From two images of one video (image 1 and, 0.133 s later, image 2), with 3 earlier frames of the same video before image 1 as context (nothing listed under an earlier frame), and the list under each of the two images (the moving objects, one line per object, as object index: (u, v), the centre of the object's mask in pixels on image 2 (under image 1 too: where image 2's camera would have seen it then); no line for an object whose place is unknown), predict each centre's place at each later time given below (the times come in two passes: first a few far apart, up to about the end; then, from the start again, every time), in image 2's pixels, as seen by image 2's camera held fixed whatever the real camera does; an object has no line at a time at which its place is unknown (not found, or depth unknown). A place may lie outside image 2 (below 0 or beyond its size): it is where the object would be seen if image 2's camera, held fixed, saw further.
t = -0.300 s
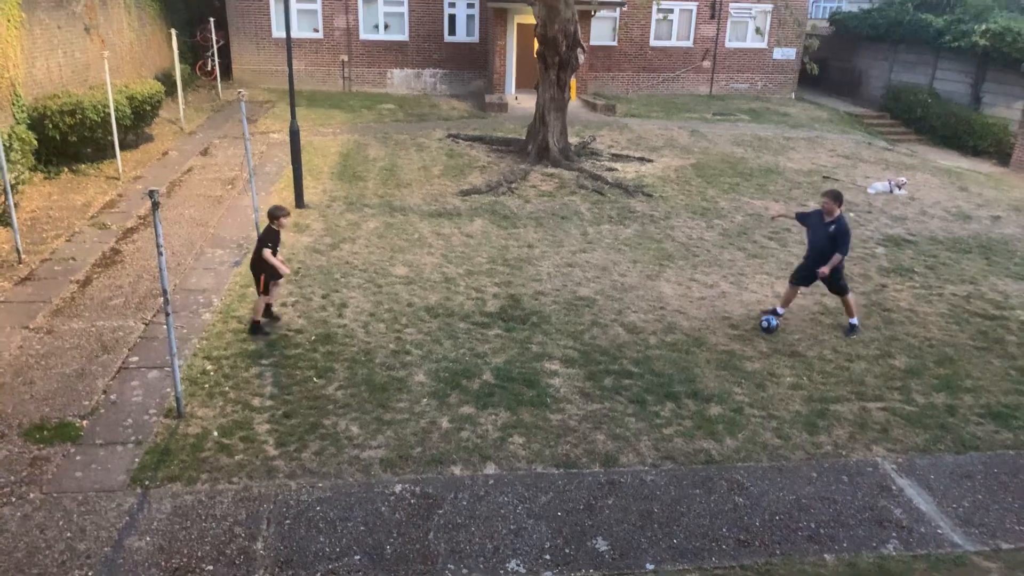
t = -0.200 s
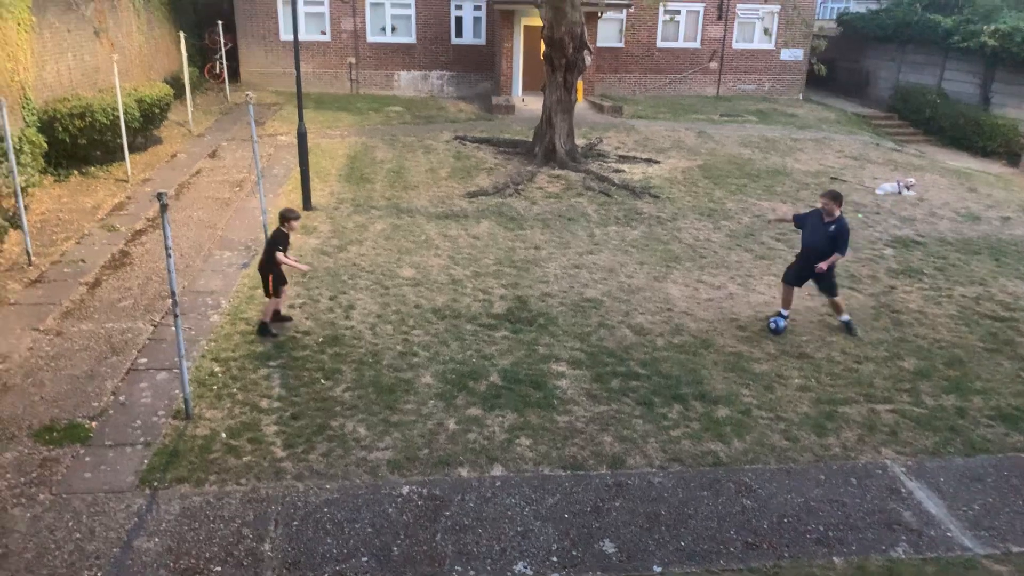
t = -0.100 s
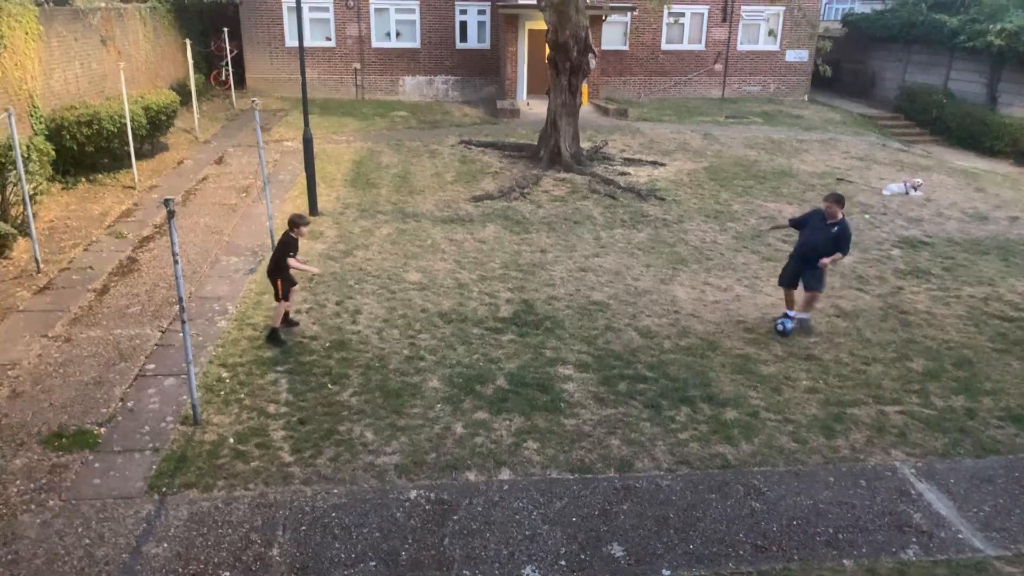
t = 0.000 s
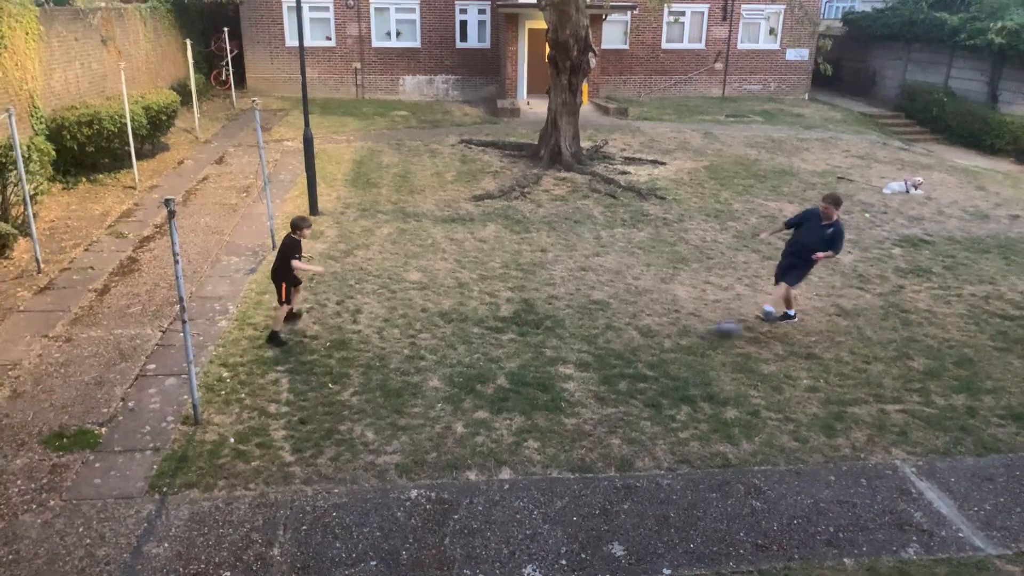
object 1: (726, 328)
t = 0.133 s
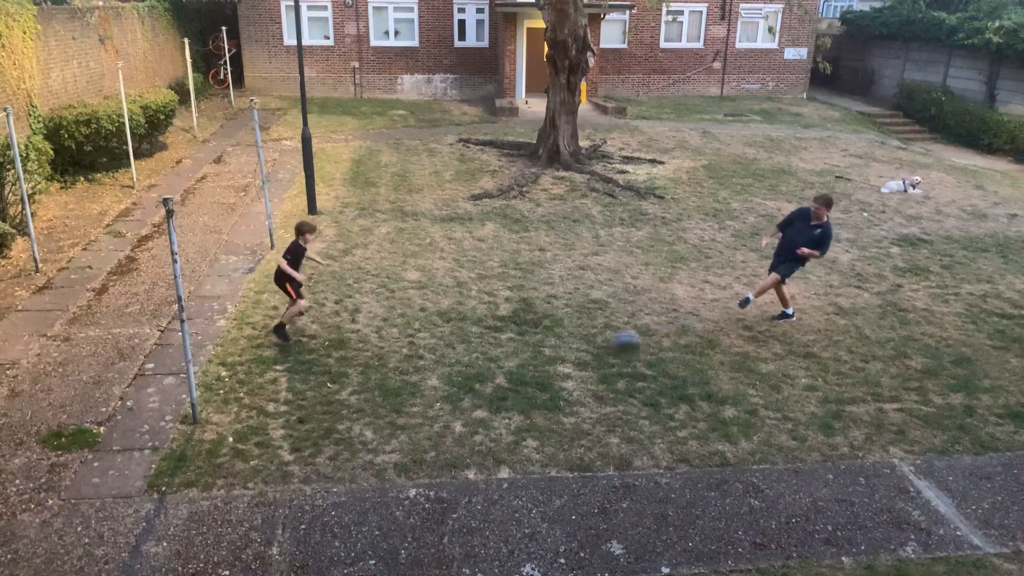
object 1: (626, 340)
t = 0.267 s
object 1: (534, 349)
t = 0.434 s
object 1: (423, 358)
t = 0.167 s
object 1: (601, 345)
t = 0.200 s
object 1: (574, 349)
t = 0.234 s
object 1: (555, 351)
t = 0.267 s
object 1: (534, 349)
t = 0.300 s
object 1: (513, 349)
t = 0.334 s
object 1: (490, 350)
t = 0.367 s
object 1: (469, 351)
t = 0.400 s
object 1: (448, 354)
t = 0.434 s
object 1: (423, 358)
